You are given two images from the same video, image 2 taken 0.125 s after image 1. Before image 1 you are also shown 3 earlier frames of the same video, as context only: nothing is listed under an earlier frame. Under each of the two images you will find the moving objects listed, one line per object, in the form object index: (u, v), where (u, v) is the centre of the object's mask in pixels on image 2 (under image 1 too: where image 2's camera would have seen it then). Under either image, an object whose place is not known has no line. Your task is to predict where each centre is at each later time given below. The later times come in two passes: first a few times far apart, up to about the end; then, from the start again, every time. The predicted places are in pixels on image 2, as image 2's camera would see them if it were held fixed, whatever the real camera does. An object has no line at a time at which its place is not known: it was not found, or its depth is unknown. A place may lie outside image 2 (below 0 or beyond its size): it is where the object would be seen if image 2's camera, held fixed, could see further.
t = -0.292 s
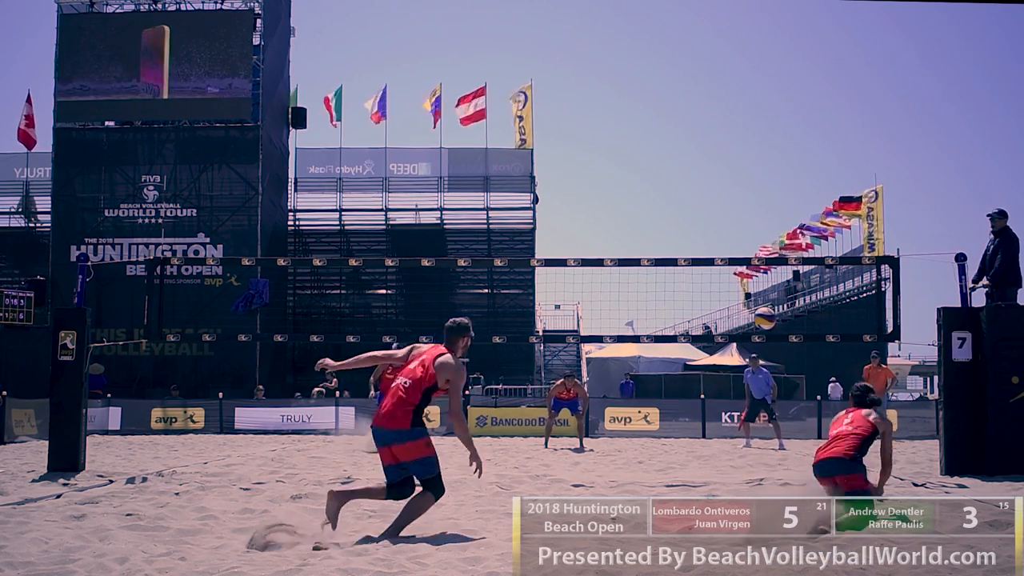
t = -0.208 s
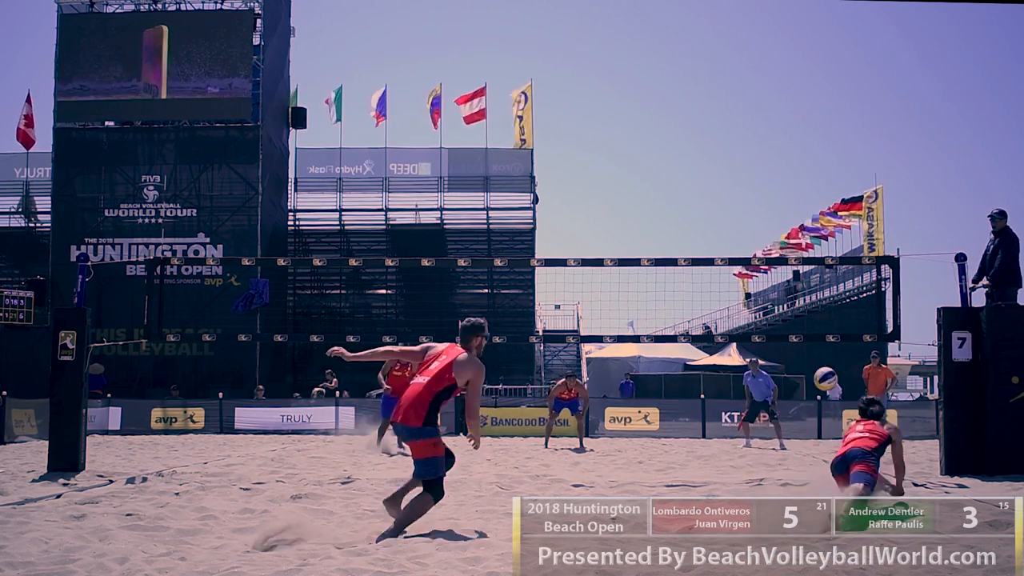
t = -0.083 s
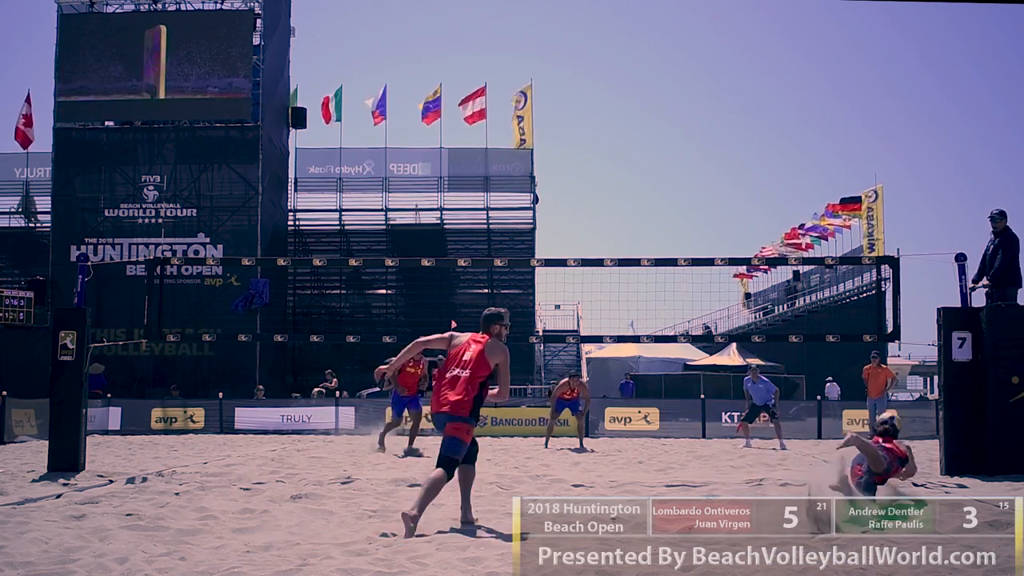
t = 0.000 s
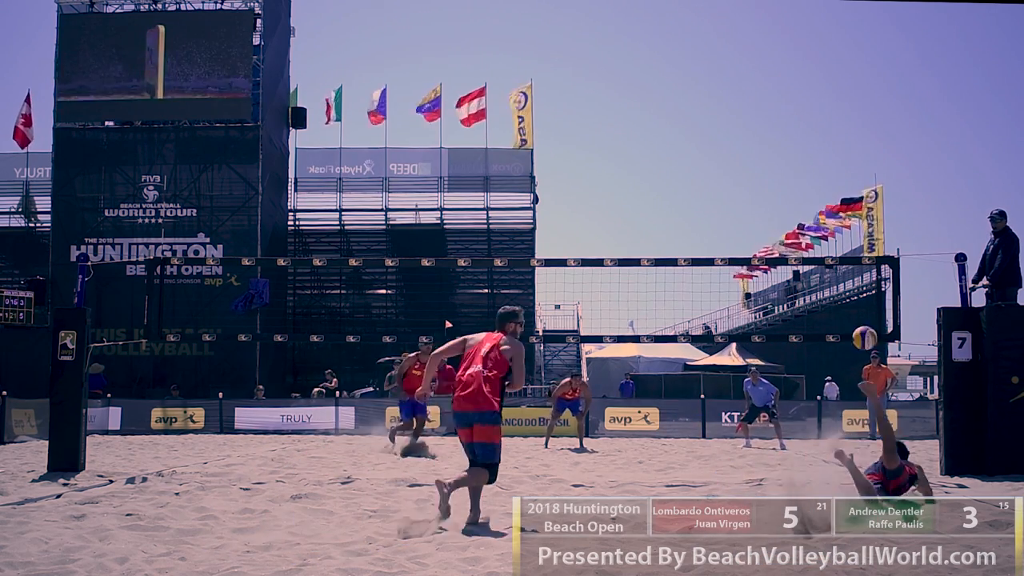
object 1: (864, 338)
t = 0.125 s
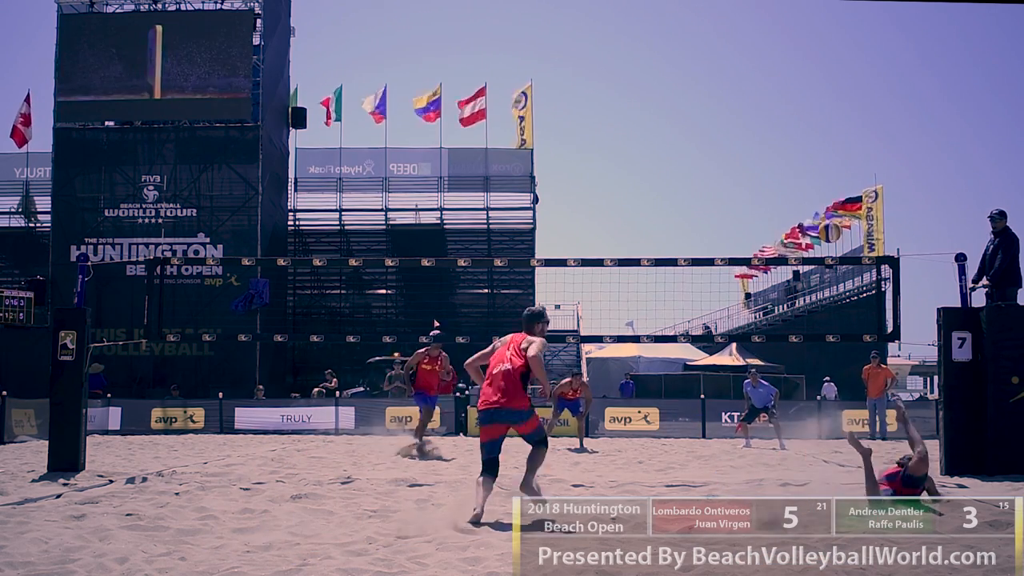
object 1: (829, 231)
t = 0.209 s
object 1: (807, 174)
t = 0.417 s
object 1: (753, 72)
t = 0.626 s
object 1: (703, 21)
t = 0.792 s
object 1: (665, 11)
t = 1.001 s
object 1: (621, 33)
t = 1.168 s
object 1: (588, 75)
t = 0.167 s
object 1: (818, 201)
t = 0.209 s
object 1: (807, 174)
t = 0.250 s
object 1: (796, 150)
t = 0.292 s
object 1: (785, 127)
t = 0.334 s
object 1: (774, 107)
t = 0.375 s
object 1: (764, 89)
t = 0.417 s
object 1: (753, 72)
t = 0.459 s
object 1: (742, 58)
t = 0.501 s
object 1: (733, 46)
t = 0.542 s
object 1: (723, 36)
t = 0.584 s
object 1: (712, 28)
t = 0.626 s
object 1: (703, 21)
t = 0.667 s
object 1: (693, 16)
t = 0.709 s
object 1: (684, 13)
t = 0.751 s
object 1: (675, 11)
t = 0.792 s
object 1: (665, 11)
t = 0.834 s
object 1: (656, 12)
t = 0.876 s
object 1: (647, 15)
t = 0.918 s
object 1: (639, 20)
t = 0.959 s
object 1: (630, 26)
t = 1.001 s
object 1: (621, 33)
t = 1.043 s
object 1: (613, 42)
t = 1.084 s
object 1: (604, 51)
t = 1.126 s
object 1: (596, 62)
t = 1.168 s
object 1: (588, 75)
